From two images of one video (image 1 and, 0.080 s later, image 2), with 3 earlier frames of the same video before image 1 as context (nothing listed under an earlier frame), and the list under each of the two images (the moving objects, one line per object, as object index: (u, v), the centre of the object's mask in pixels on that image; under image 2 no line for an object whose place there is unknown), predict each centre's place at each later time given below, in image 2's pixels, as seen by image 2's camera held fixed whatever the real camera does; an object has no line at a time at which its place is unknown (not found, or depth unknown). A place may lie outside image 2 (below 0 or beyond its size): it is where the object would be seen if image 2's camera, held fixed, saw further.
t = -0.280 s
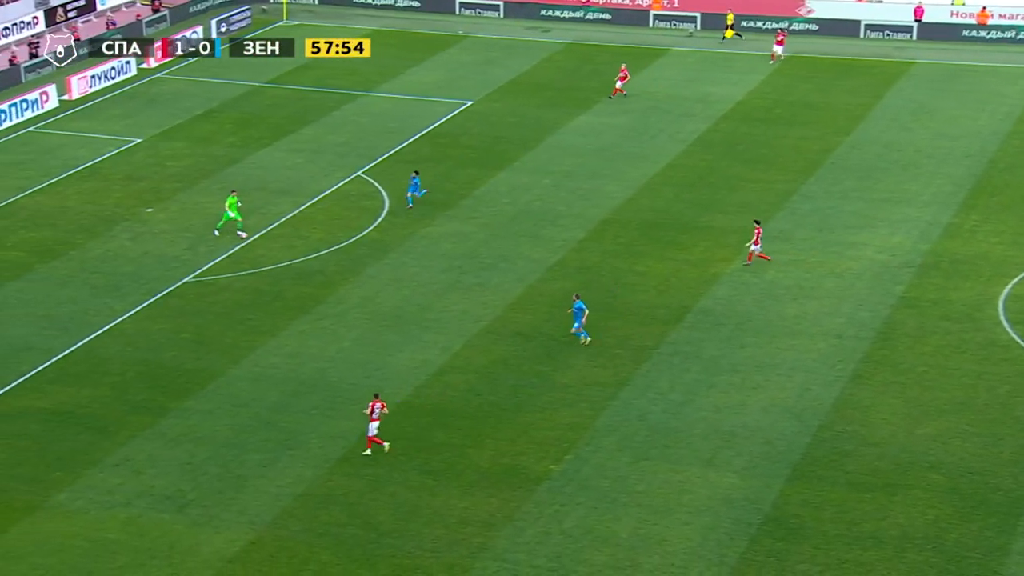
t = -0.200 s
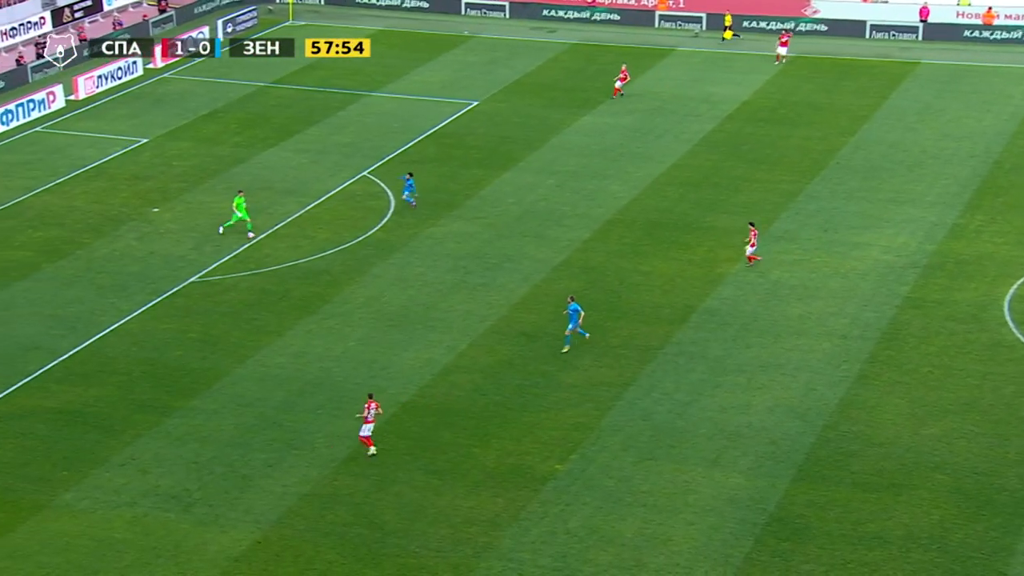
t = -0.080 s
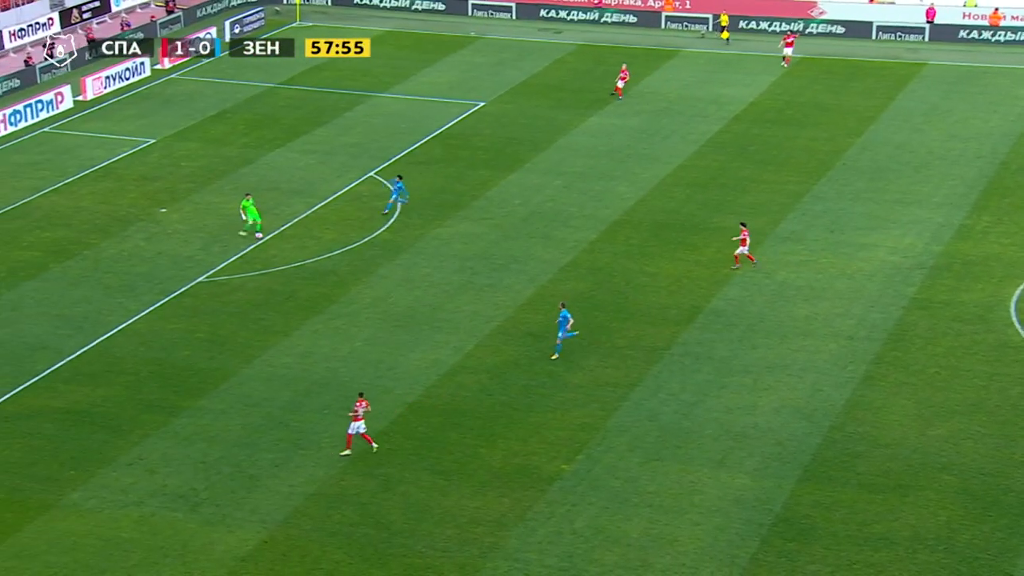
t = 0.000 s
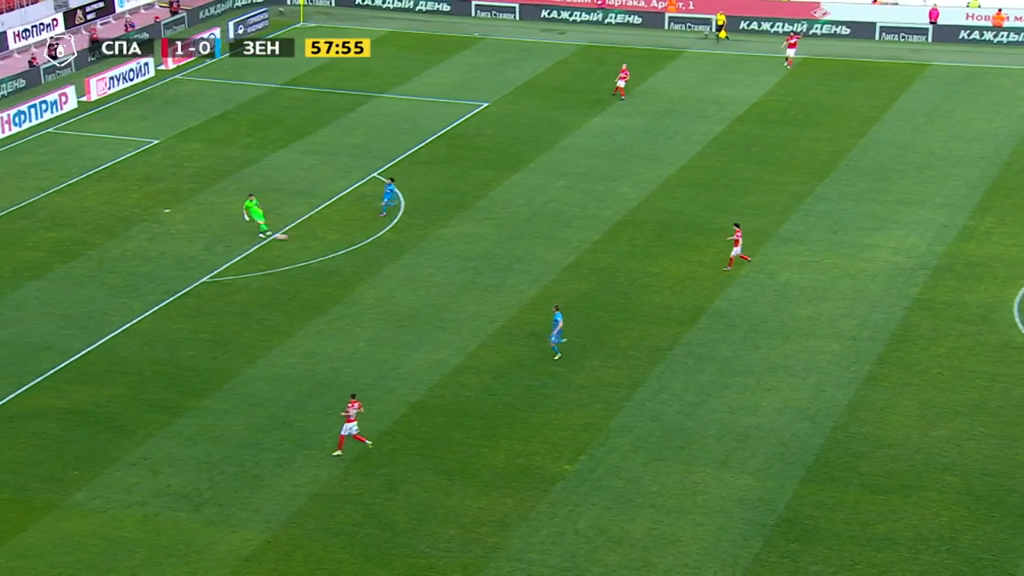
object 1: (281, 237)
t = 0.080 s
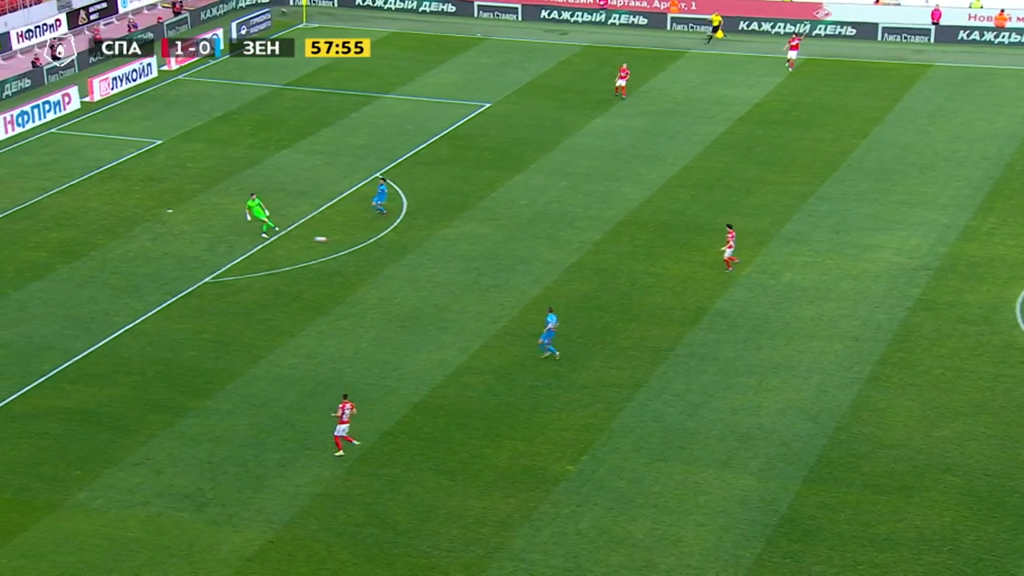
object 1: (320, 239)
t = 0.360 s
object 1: (435, 246)
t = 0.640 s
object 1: (533, 251)
